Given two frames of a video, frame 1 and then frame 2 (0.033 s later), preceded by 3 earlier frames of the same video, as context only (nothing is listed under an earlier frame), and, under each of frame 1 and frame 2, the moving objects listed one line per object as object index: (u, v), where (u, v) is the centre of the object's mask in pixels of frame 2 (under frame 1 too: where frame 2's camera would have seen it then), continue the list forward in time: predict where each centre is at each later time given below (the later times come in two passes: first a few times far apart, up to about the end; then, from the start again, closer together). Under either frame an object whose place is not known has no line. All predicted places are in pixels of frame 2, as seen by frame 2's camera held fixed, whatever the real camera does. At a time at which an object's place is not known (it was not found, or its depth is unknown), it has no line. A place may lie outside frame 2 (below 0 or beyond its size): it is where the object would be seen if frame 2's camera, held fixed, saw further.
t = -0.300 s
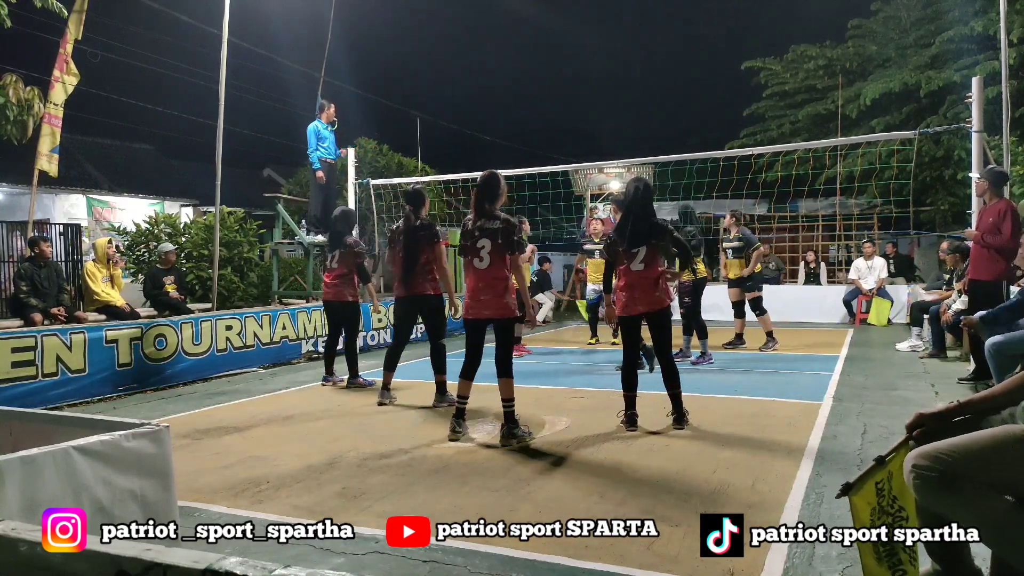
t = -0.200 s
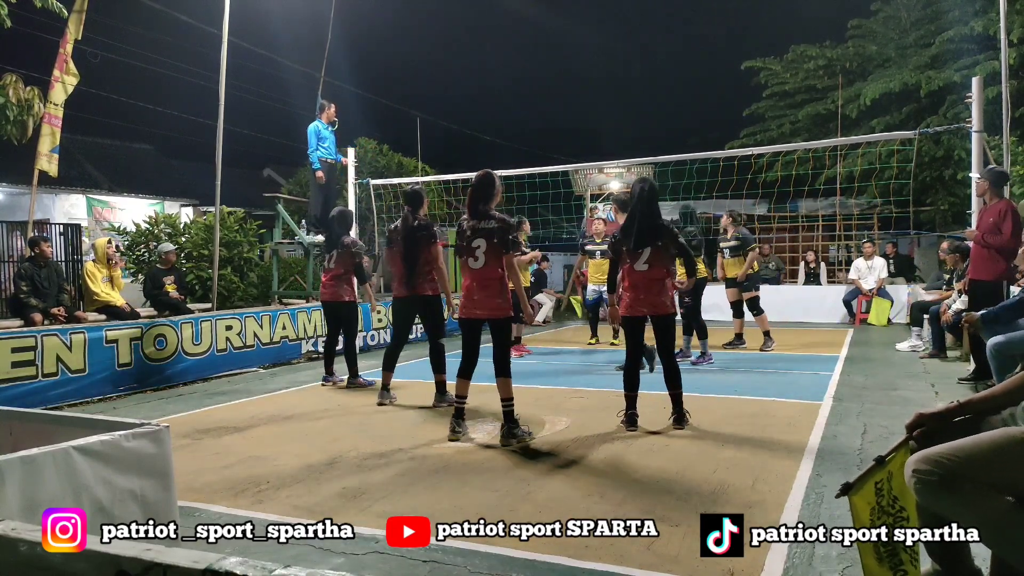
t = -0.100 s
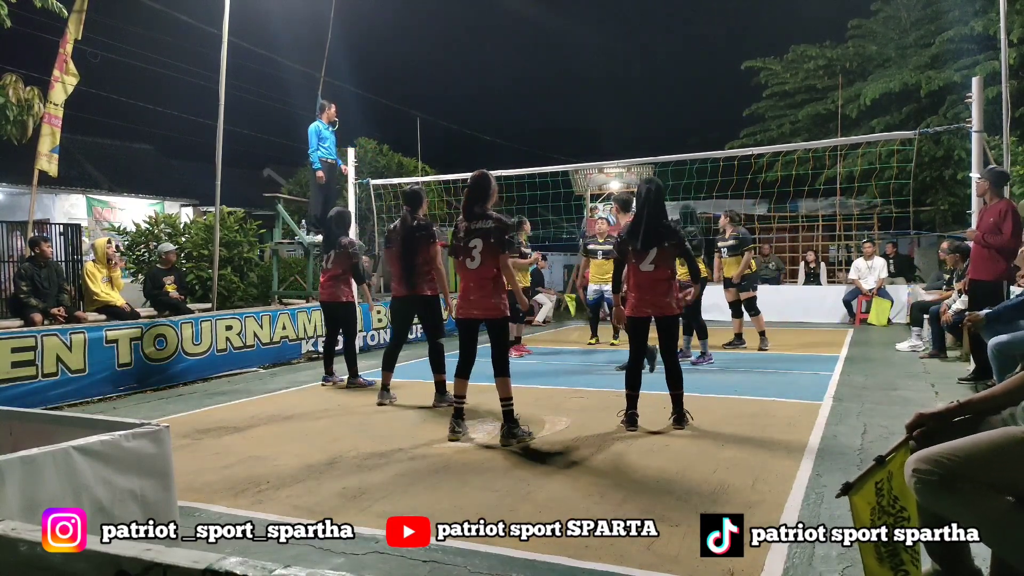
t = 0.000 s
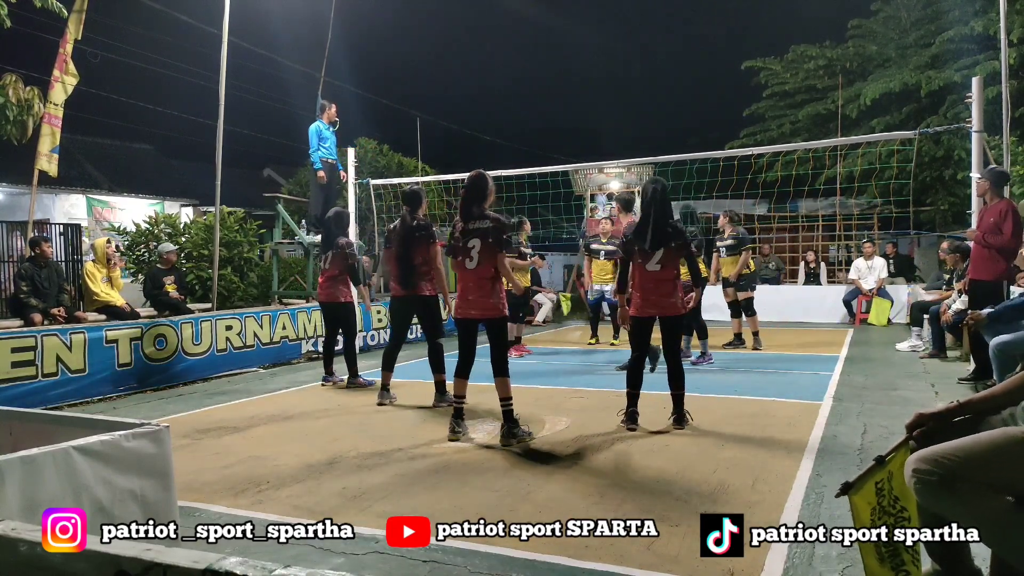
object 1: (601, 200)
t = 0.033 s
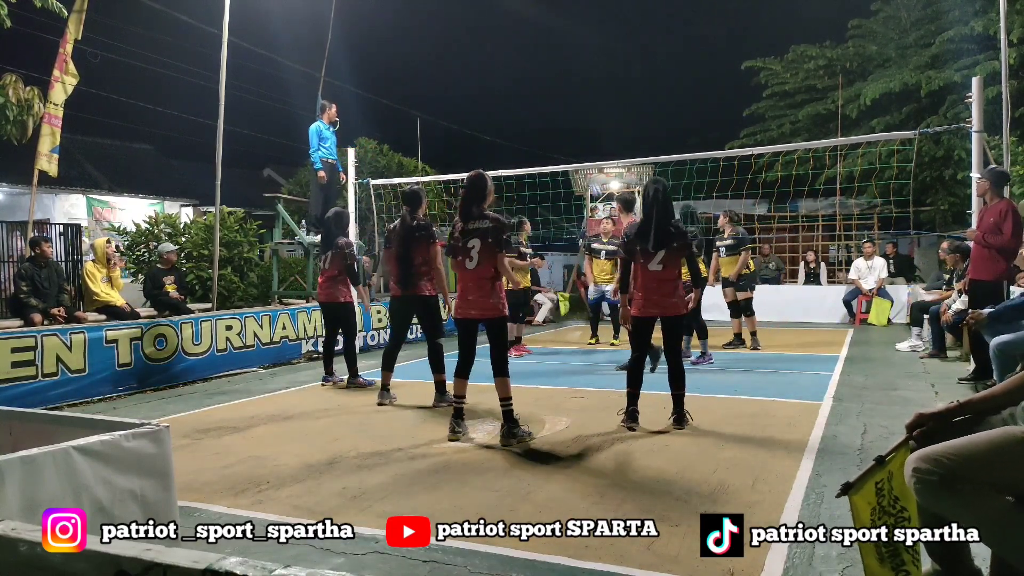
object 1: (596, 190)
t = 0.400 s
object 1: (535, 101)
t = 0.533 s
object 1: (507, 85)
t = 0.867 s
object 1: (428, 114)
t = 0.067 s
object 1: (591, 178)
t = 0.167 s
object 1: (576, 151)
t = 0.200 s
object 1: (571, 143)
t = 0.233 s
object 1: (565, 134)
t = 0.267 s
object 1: (559, 126)
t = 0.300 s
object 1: (553, 118)
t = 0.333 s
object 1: (547, 112)
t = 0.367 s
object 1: (541, 106)
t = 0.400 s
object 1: (535, 101)
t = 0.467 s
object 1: (521, 91)
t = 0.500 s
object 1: (514, 88)
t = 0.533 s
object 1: (507, 85)
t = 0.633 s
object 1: (485, 84)
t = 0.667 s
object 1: (478, 85)
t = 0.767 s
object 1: (453, 92)
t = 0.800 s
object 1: (445, 98)
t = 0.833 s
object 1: (436, 105)
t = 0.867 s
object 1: (428, 114)
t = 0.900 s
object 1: (419, 123)
